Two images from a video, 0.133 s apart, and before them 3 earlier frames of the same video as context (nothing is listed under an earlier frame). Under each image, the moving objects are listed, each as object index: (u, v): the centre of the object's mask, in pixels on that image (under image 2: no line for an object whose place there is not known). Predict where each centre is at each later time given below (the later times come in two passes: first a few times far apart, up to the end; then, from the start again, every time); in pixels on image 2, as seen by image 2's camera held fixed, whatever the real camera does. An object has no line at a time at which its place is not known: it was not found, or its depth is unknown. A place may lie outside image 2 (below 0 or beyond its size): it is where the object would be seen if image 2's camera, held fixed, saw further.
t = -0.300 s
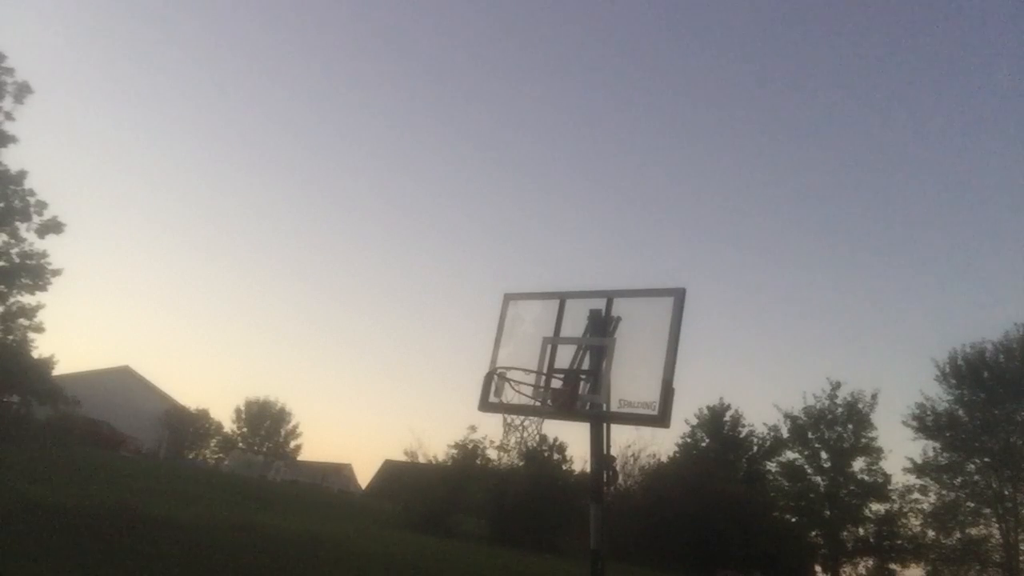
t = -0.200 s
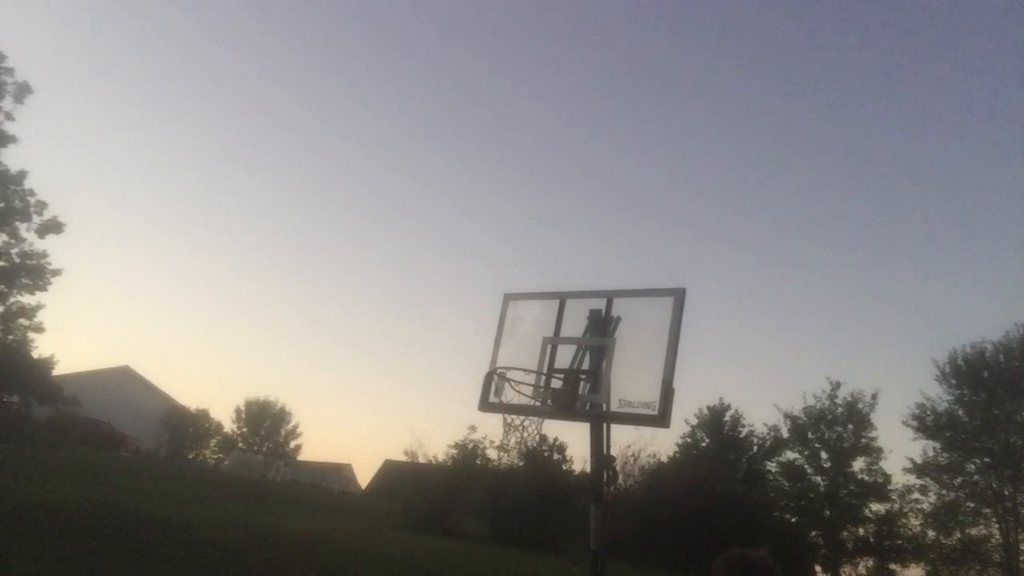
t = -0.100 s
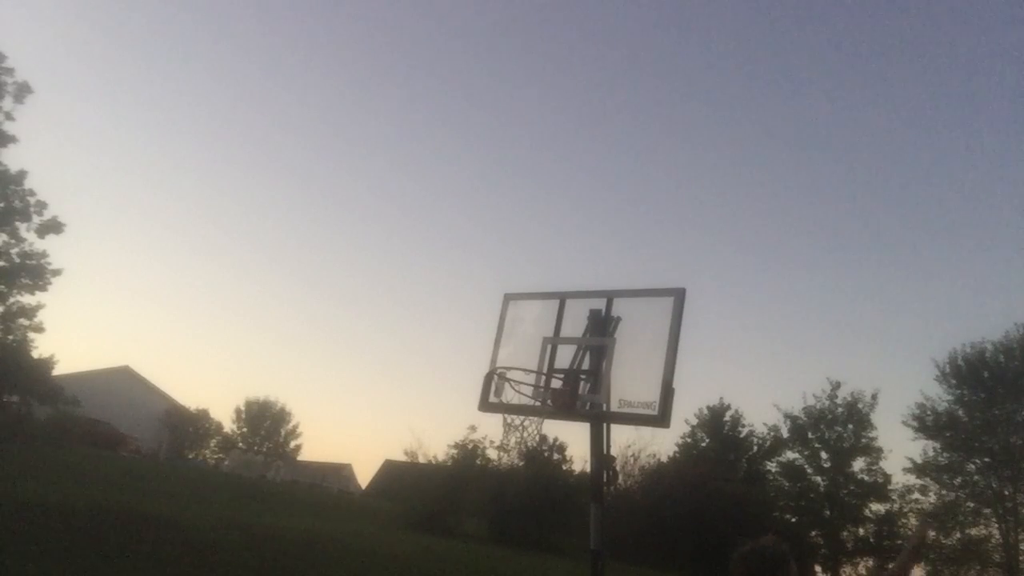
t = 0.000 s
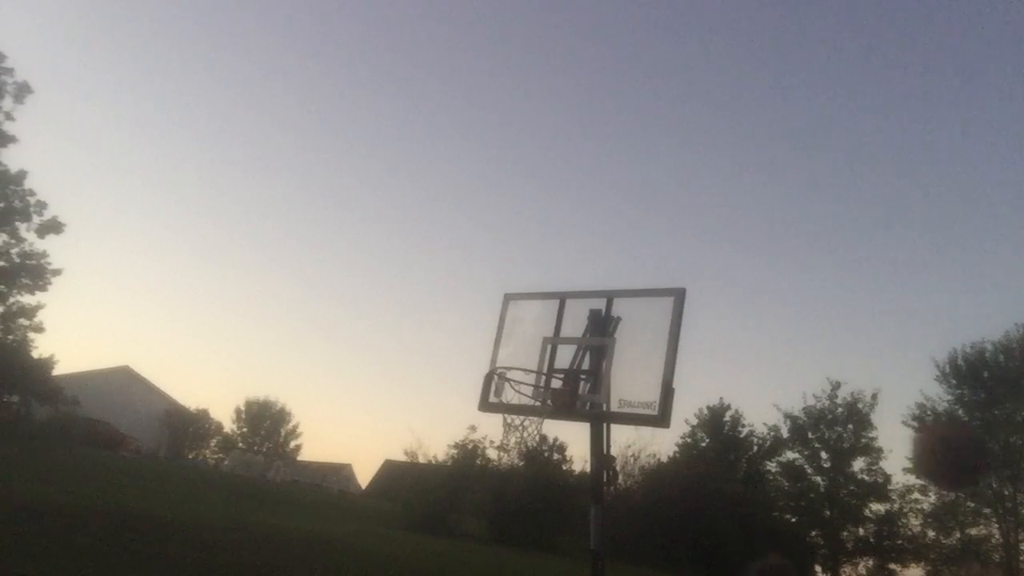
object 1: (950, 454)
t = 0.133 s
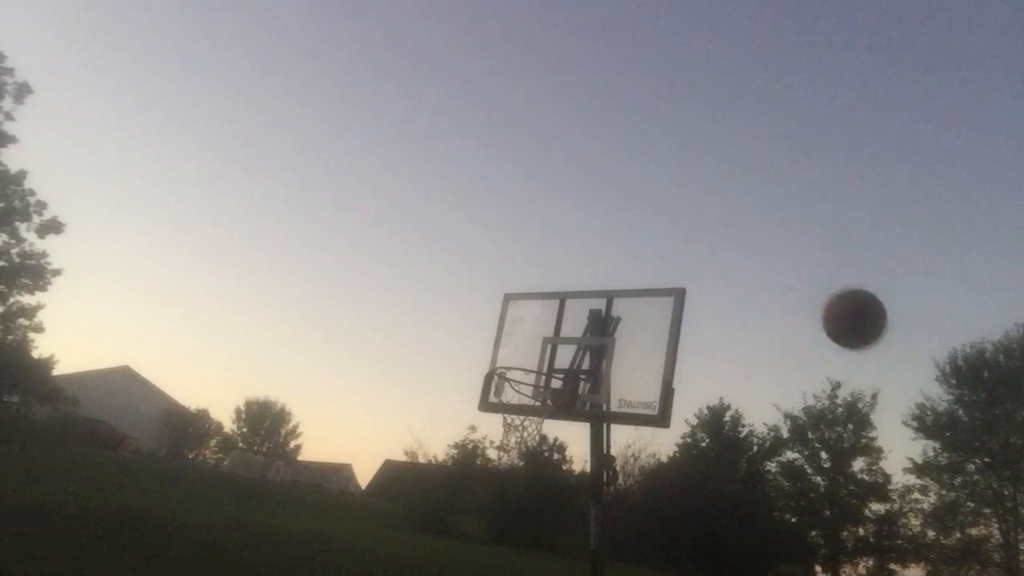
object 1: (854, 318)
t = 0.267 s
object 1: (783, 259)
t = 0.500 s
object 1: (686, 257)
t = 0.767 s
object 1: (597, 354)
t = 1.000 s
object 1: (596, 333)
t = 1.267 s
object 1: (613, 367)
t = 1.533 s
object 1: (616, 528)
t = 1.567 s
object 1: (616, 558)
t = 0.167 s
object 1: (835, 298)
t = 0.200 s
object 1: (816, 282)
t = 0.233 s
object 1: (799, 269)
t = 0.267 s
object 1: (783, 259)
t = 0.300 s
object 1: (767, 252)
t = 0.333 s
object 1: (752, 248)
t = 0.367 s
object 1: (738, 246)
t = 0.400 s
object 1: (724, 246)
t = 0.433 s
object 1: (711, 247)
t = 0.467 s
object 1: (698, 251)
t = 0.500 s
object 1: (686, 257)
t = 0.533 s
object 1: (674, 264)
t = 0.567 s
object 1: (662, 273)
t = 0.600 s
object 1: (651, 282)
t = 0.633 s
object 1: (640, 294)
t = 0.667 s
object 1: (630, 307)
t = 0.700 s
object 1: (619, 323)
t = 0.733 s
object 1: (607, 337)
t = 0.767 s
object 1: (597, 354)
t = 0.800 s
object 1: (582, 370)
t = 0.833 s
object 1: (580, 370)
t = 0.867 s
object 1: (583, 360)
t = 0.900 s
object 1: (587, 352)
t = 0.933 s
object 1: (589, 343)
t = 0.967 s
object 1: (593, 337)
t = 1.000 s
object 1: (596, 333)
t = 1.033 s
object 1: (598, 332)
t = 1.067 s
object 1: (600, 332)
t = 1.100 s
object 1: (602, 332)
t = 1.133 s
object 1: (604, 335)
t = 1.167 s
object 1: (606, 337)
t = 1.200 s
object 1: (610, 347)
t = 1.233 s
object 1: (612, 356)
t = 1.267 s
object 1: (613, 367)
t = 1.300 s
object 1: (613, 379)
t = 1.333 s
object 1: (613, 394)
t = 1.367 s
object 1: (615, 409)
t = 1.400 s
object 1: (618, 430)
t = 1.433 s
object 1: (618, 450)
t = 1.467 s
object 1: (618, 475)
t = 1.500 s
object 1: (613, 501)
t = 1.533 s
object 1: (616, 528)
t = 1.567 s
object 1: (616, 558)
